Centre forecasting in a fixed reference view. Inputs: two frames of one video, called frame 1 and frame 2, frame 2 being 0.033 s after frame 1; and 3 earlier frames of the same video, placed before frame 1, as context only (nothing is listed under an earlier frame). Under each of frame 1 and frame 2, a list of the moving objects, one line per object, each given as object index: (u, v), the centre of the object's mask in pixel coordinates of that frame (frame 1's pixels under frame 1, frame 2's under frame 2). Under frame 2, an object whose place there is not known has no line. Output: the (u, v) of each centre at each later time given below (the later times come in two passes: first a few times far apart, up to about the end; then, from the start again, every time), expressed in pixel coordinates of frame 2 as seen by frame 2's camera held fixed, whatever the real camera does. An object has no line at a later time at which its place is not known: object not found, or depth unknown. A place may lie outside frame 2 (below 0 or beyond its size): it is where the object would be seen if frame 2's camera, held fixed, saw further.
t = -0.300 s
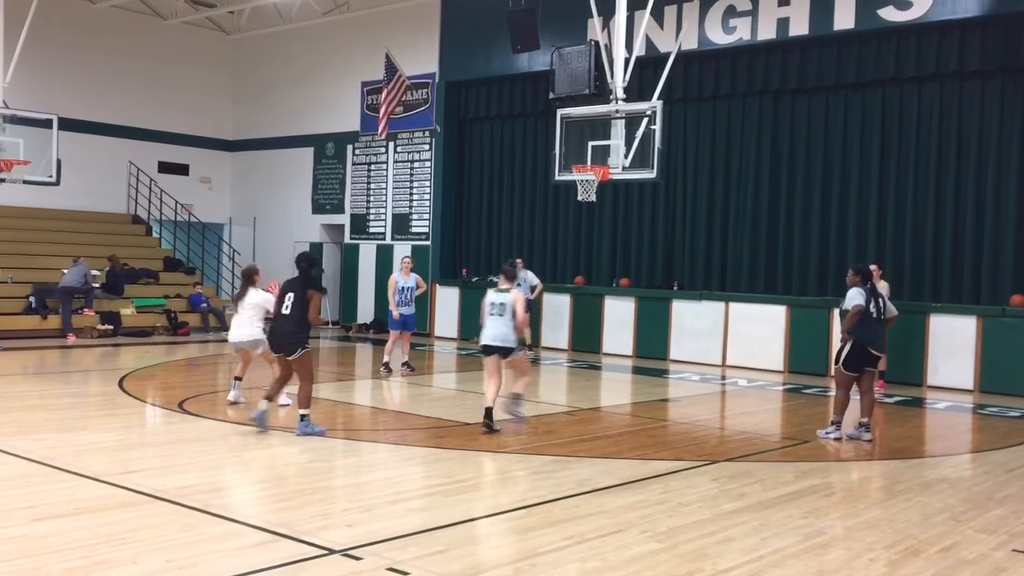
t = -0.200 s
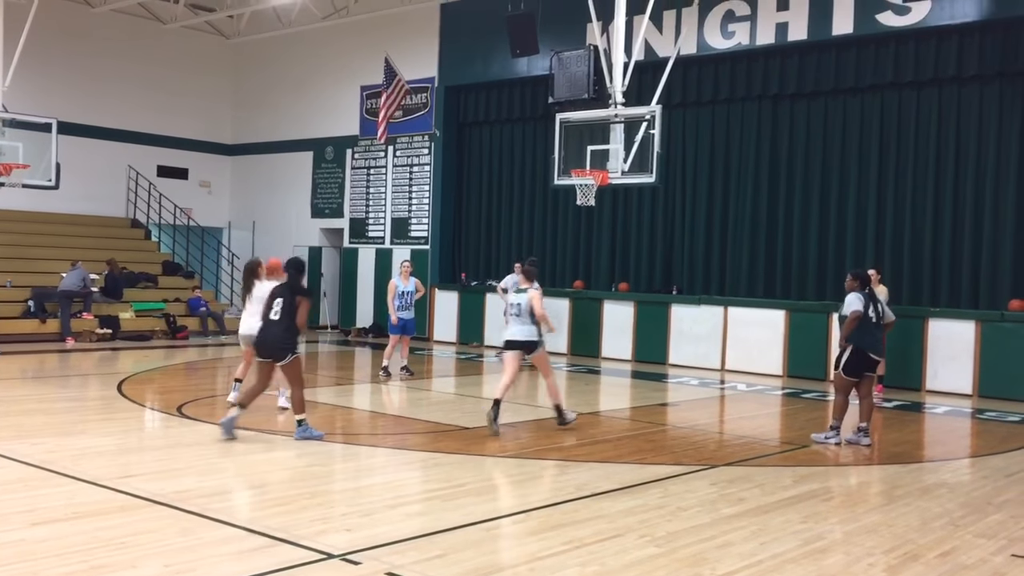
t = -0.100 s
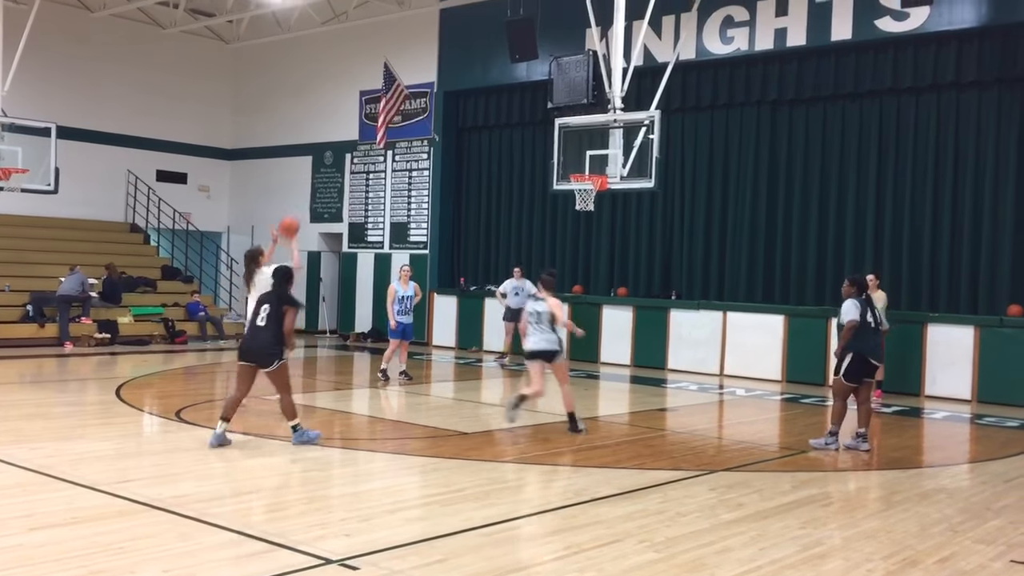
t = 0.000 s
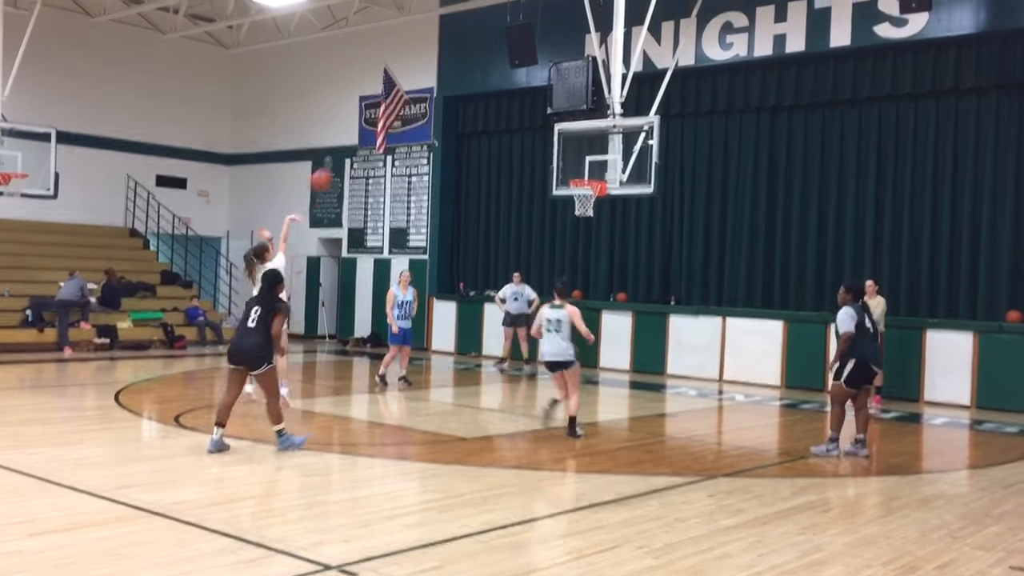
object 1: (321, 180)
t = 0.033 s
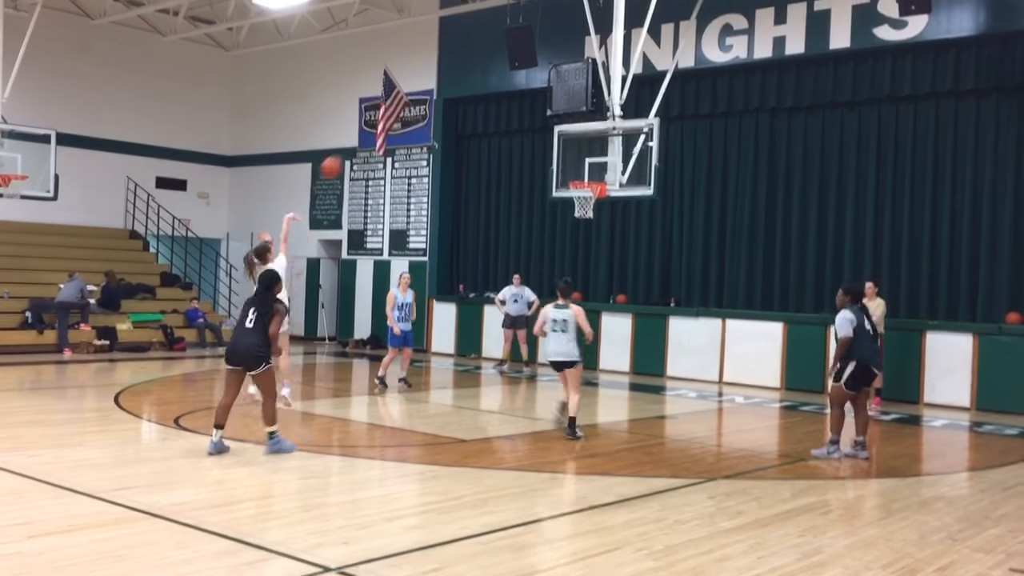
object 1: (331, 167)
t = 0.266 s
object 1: (401, 97)
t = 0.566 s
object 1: (477, 78)
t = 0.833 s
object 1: (534, 116)
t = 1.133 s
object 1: (584, 167)
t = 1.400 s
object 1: (595, 162)
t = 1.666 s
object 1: (583, 178)
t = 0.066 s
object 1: (342, 155)
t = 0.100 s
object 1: (353, 142)
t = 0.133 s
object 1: (363, 130)
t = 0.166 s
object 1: (372, 120)
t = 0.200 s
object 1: (382, 112)
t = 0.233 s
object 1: (393, 104)
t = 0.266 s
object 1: (401, 97)
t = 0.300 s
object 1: (411, 92)
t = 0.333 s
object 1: (420, 86)
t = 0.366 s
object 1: (429, 82)
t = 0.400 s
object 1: (438, 80)
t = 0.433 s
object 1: (446, 78)
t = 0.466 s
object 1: (454, 77)
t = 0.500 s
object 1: (462, 76)
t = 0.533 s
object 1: (469, 77)
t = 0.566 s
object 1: (477, 78)
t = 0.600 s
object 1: (484, 80)
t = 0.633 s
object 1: (492, 82)
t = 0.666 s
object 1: (500, 87)
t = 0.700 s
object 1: (507, 91)
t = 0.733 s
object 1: (513, 96)
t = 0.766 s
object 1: (520, 102)
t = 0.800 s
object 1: (527, 108)
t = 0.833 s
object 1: (534, 116)
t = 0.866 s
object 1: (540, 124)
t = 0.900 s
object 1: (546, 132)
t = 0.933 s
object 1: (552, 142)
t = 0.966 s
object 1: (559, 153)
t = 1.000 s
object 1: (565, 163)
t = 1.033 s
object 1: (570, 173)
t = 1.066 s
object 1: (575, 173)
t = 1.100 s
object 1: (579, 171)
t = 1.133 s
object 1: (584, 167)
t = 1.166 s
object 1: (588, 166)
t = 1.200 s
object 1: (593, 165)
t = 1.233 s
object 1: (598, 166)
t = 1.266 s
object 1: (599, 165)
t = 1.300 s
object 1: (599, 164)
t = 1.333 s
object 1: (598, 162)
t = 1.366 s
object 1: (597, 162)
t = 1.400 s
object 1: (595, 162)
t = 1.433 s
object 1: (592, 163)
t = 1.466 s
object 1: (590, 164)
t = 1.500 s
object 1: (588, 167)
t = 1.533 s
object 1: (587, 170)
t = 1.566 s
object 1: (584, 174)
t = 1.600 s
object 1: (584, 175)
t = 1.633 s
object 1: (584, 177)
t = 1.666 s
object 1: (583, 178)
